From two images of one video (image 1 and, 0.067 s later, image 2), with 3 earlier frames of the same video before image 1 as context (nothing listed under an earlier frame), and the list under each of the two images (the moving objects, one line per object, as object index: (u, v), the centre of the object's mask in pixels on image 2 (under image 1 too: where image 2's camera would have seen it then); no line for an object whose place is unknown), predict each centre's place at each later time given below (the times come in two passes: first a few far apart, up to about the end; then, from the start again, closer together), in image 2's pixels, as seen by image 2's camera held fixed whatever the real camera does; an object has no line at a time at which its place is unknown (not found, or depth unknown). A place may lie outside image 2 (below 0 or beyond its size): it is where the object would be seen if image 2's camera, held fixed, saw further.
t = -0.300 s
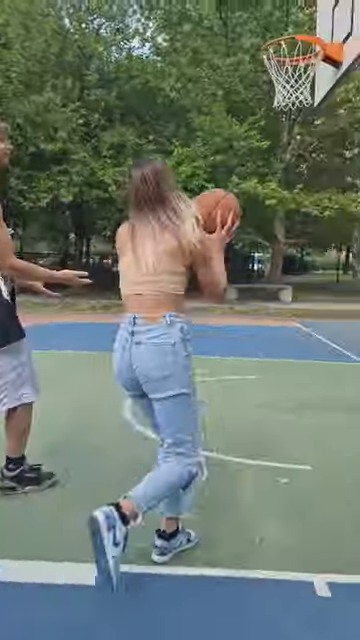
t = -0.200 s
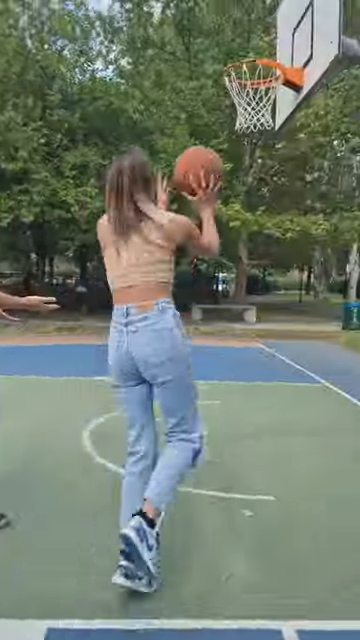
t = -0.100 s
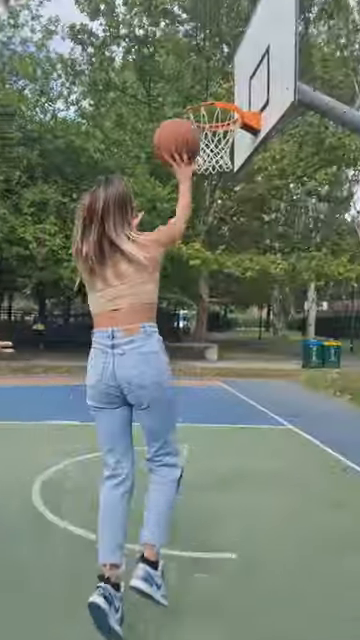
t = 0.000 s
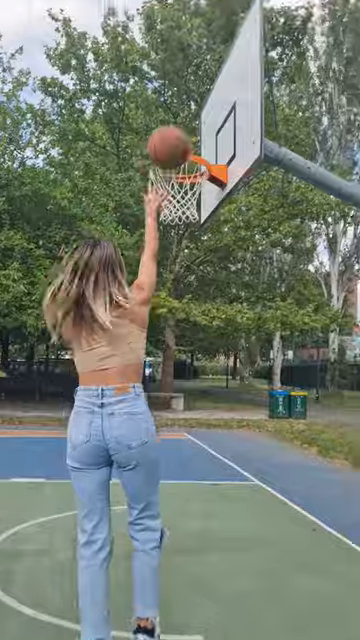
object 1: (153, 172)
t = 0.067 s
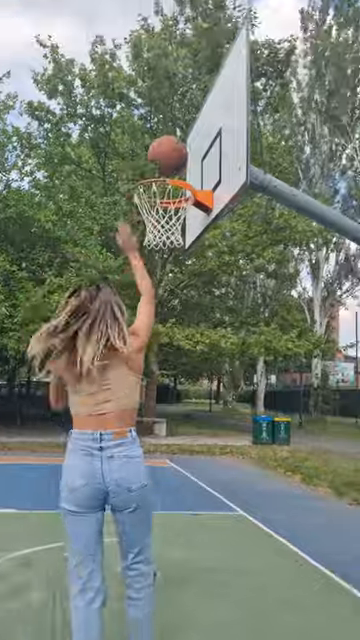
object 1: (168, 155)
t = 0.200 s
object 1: (189, 149)
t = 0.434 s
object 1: (190, 163)
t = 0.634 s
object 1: (159, 180)
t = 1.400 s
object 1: (188, 361)
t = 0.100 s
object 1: (174, 151)
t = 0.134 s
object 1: (180, 149)
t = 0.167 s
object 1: (184, 148)
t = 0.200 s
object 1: (189, 149)
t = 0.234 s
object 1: (194, 151)
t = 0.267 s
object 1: (197, 154)
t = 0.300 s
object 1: (204, 158)
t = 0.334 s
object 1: (206, 162)
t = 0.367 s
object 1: (198, 166)
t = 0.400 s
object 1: (193, 164)
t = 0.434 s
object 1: (190, 163)
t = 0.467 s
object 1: (185, 162)
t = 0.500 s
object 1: (181, 162)
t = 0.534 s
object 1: (177, 162)
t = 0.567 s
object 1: (173, 163)
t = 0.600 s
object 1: (165, 170)
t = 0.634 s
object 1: (159, 180)
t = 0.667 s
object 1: (159, 182)
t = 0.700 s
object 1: (158, 182)
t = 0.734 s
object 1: (154, 184)
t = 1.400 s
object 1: (188, 361)
